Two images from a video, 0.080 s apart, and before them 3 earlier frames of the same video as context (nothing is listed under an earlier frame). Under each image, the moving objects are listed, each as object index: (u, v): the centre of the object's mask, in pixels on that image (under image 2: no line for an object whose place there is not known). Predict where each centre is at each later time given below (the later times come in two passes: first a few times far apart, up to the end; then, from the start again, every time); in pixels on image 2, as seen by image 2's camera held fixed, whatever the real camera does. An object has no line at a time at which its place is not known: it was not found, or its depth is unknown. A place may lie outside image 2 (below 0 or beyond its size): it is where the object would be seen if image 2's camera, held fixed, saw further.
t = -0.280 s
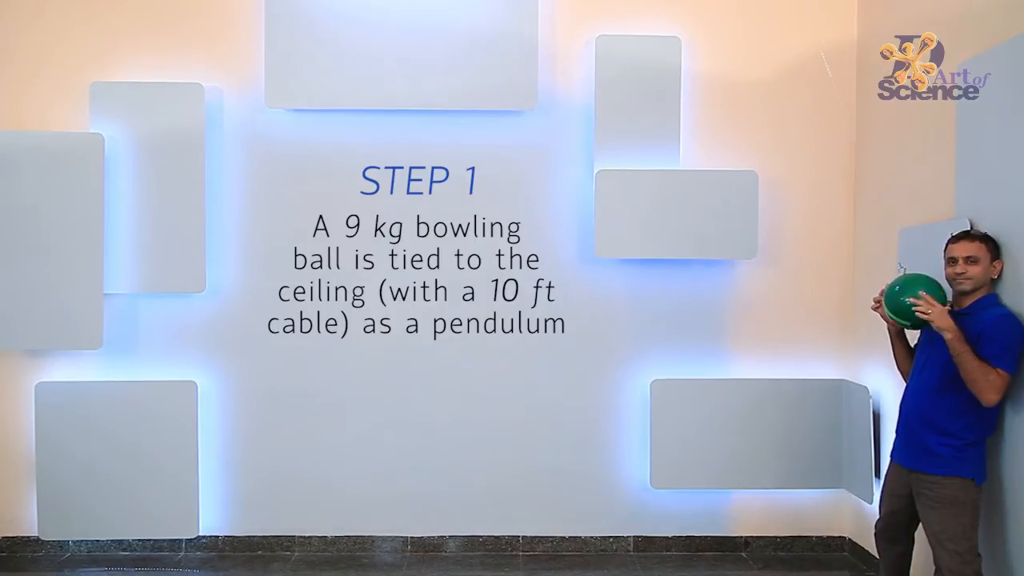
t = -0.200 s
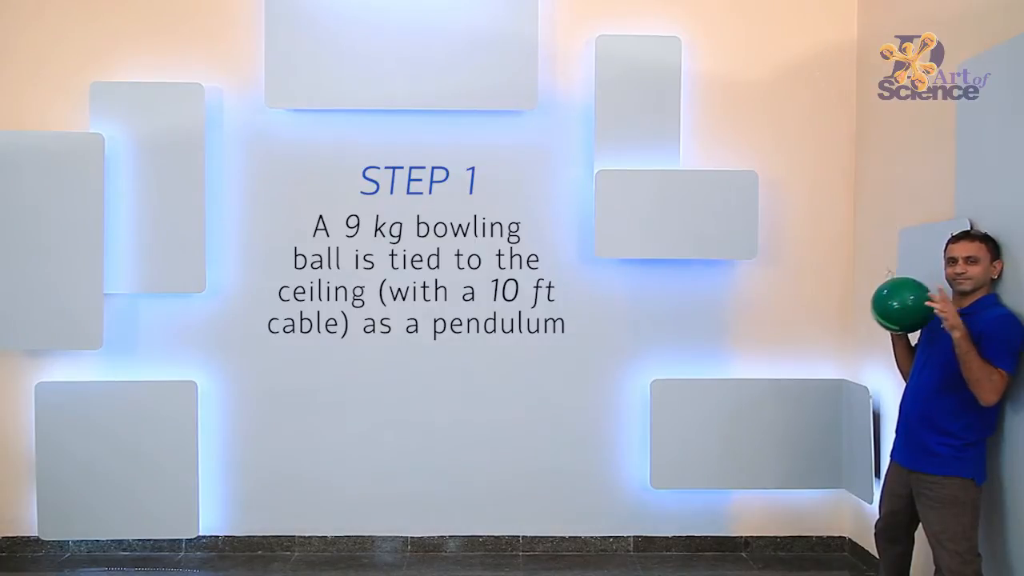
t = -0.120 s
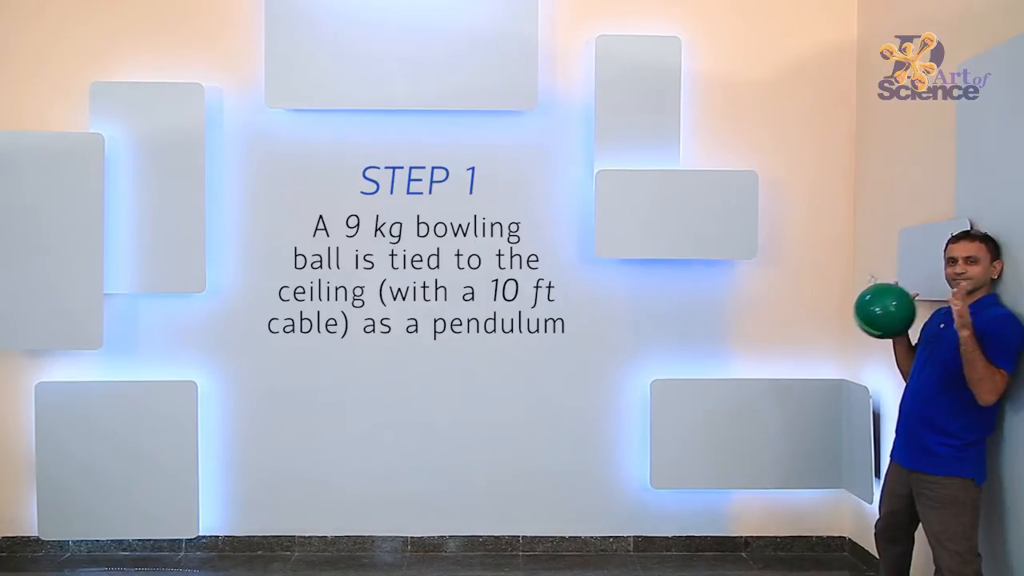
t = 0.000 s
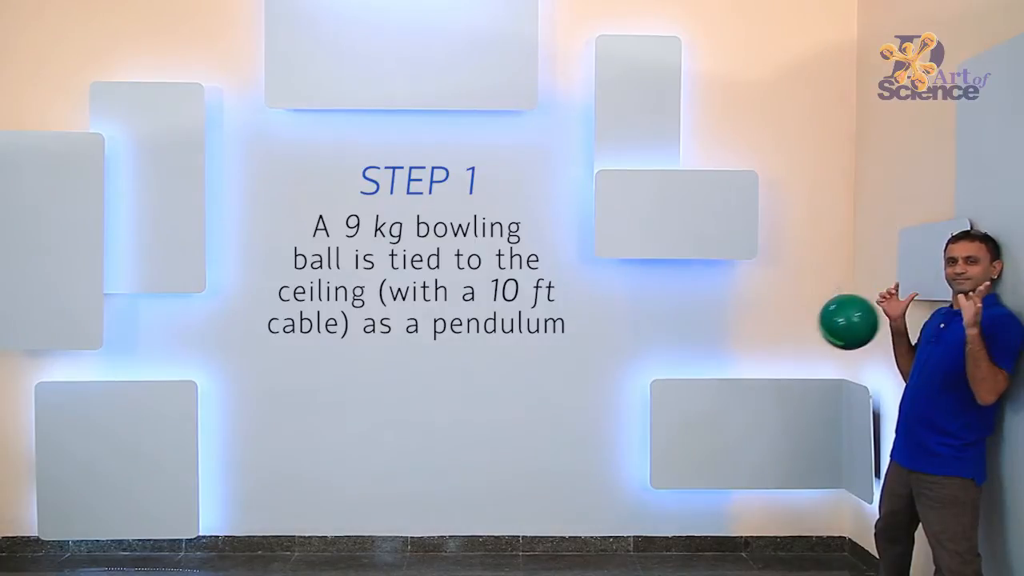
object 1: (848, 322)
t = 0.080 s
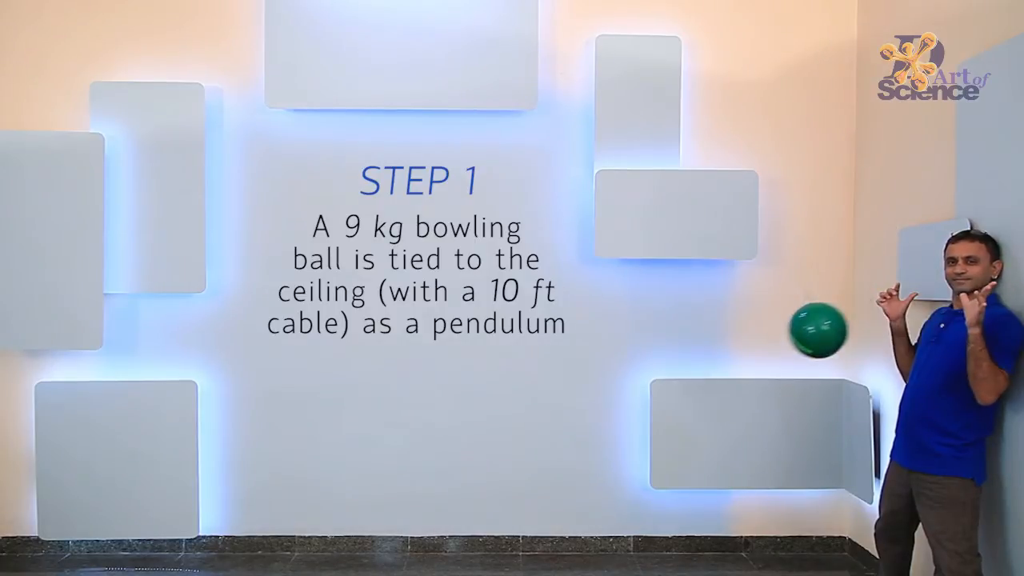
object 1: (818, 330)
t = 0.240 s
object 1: (744, 347)
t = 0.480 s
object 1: (610, 369)
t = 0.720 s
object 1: (463, 377)
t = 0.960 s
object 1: (321, 370)
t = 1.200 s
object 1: (198, 349)
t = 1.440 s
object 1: (103, 324)
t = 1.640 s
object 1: (50, 306)
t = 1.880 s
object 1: (23, 294)
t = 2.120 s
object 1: (28, 297)
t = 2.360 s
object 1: (72, 314)
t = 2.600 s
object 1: (153, 339)
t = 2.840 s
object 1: (267, 363)
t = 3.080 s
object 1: (403, 376)
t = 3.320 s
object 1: (548, 374)
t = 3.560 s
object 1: (687, 358)
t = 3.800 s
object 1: (803, 334)
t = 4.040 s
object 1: (881, 312)
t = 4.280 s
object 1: (913, 301)
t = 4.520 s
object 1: (895, 307)
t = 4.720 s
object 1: (843, 323)
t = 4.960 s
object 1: (741, 347)
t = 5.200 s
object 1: (610, 369)
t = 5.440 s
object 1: (467, 377)
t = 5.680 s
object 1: (327, 370)
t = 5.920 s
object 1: (205, 351)
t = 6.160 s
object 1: (110, 326)
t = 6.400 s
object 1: (49, 306)
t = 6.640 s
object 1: (26, 296)
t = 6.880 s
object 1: (37, 301)
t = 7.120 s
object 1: (86, 319)
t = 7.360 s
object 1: (172, 344)
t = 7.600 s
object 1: (287, 366)
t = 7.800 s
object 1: (400, 376)
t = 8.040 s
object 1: (543, 375)
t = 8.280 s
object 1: (680, 359)
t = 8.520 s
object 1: (794, 336)
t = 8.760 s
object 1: (872, 314)
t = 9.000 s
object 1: (903, 304)
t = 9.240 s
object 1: (887, 309)
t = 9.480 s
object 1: (823, 328)
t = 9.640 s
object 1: (757, 344)
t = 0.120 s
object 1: (801, 334)
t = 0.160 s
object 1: (783, 338)
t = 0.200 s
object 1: (764, 343)
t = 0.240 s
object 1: (744, 347)
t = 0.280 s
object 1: (723, 351)
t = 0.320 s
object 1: (702, 355)
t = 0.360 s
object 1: (680, 359)
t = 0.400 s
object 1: (657, 363)
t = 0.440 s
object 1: (634, 366)
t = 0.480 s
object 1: (610, 369)
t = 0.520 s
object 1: (586, 371)
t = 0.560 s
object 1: (562, 373)
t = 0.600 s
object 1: (537, 375)
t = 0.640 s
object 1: (513, 376)
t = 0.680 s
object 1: (488, 377)
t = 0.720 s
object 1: (463, 377)
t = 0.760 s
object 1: (439, 377)
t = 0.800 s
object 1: (415, 376)
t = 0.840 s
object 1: (391, 375)
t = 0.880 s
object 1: (367, 374)
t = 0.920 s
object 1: (344, 372)
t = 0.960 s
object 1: (321, 370)
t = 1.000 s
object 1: (299, 367)
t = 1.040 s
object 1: (277, 364)
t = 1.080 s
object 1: (256, 361)
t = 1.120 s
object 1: (236, 357)
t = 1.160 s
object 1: (217, 353)
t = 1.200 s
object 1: (198, 349)
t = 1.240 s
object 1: (180, 345)
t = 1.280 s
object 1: (163, 341)
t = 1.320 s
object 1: (146, 336)
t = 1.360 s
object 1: (131, 332)
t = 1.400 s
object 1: (117, 328)
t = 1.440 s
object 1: (103, 324)
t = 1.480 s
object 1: (90, 320)
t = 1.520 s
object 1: (79, 316)
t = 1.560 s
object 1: (68, 312)
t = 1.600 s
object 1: (59, 309)
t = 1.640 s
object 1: (50, 306)
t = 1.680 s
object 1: (42, 303)
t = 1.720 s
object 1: (36, 301)
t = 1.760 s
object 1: (30, 298)
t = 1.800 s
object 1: (26, 297)
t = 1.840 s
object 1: (24, 295)
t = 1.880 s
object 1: (23, 294)
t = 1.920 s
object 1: (22, 294)
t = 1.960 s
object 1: (22, 294)
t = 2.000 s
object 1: (22, 294)
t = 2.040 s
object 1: (23, 295)
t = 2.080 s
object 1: (25, 296)
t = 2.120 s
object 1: (28, 297)
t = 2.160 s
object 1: (32, 299)
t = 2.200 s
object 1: (38, 302)
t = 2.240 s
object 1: (45, 304)
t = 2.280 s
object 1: (53, 307)
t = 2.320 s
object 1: (63, 310)
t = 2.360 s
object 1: (72, 314)
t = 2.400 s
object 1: (83, 318)
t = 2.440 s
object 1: (96, 322)
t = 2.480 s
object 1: (108, 326)
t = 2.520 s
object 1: (122, 330)
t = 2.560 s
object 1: (138, 334)
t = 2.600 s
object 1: (153, 339)
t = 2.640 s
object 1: (170, 343)
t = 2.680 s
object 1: (188, 347)
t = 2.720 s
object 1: (207, 351)
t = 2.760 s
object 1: (226, 355)
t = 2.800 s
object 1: (246, 359)
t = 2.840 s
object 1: (267, 363)
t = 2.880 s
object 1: (288, 366)
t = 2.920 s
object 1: (310, 369)
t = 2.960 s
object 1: (332, 371)
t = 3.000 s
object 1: (356, 373)
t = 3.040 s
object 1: (379, 375)
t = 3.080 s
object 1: (403, 376)
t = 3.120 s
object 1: (427, 377)
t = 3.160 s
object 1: (451, 377)
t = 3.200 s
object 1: (475, 377)
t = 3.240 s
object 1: (500, 376)
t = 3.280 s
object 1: (524, 376)
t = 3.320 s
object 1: (548, 374)
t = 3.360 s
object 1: (572, 372)
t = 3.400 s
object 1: (596, 370)
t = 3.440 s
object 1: (620, 367)
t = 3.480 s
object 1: (642, 364)
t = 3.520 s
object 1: (665, 361)
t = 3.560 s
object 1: (687, 358)
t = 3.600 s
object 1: (708, 354)
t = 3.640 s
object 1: (729, 350)
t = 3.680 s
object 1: (749, 346)
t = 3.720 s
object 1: (768, 342)
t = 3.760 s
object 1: (786, 338)
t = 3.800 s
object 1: (803, 334)
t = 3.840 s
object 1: (819, 330)
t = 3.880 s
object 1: (834, 325)
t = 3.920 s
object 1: (847, 322)
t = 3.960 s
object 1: (860, 318)
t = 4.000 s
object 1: (871, 314)
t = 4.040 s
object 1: (881, 312)
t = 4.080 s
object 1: (890, 309)
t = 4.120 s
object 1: (897, 306)
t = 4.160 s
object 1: (903, 304)
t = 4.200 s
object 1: (908, 303)
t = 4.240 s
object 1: (911, 302)
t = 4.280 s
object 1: (913, 301)
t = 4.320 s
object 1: (913, 301)
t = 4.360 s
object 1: (912, 301)
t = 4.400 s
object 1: (910, 302)
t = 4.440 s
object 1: (906, 303)
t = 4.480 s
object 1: (901, 305)
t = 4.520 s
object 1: (895, 307)
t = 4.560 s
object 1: (887, 310)
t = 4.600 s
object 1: (878, 313)
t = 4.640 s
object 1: (867, 316)
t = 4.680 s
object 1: (856, 319)
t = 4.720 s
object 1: (843, 323)
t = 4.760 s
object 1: (829, 327)
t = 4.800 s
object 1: (813, 331)
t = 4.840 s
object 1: (797, 335)
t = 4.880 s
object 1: (779, 339)
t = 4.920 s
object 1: (761, 343)
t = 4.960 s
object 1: (741, 347)
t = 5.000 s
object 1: (721, 351)
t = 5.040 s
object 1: (700, 355)
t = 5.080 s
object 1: (679, 359)
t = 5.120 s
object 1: (657, 362)
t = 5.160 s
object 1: (634, 366)
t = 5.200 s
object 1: (610, 369)
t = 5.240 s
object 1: (587, 371)
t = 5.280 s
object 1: (563, 373)
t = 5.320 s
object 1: (539, 374)
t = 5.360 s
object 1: (515, 376)
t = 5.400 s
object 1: (491, 376)
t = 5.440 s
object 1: (467, 377)
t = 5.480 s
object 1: (443, 376)
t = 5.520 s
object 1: (419, 376)
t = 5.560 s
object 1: (396, 375)
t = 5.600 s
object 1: (373, 373)
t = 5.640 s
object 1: (349, 372)
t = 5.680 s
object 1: (327, 370)
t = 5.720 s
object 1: (305, 367)
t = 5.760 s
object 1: (283, 365)
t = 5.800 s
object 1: (262, 362)
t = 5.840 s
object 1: (242, 358)
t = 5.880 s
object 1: (223, 355)
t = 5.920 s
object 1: (205, 351)
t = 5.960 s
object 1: (187, 347)
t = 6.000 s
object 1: (170, 343)
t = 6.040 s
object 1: (154, 338)
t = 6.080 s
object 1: (138, 334)
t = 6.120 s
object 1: (124, 330)
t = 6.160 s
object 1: (110, 326)
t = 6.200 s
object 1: (98, 322)
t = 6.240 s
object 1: (86, 318)
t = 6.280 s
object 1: (76, 315)
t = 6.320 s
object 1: (66, 311)
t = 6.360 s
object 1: (57, 308)
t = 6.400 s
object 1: (49, 306)
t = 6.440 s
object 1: (43, 303)
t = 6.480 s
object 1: (37, 301)
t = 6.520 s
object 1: (32, 299)
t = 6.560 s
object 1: (29, 298)
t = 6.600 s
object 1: (27, 297)
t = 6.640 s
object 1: (26, 296)
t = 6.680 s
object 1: (25, 296)
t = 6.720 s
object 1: (26, 296)
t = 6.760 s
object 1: (27, 297)
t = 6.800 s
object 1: (29, 298)
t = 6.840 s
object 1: (32, 299)
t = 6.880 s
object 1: (37, 301)
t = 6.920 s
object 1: (43, 303)
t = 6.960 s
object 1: (49, 306)
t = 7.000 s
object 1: (57, 309)
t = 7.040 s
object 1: (66, 312)
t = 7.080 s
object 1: (76, 315)
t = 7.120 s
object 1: (86, 319)
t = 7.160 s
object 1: (98, 323)
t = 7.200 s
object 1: (111, 327)
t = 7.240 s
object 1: (125, 331)
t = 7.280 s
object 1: (139, 335)
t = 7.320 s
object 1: (155, 339)
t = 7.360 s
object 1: (172, 344)
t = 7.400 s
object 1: (189, 348)
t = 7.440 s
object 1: (207, 352)
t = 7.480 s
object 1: (226, 356)
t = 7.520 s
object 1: (246, 359)
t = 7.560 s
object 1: (266, 363)
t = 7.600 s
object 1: (287, 366)
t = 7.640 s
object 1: (308, 369)
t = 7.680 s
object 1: (330, 371)
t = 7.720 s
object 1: (354, 373)
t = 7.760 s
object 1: (377, 374)
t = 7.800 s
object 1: (400, 376)
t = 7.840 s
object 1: (424, 378)
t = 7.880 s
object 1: (447, 376)
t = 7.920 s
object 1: (472, 377)
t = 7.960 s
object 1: (496, 377)
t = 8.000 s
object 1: (519, 376)
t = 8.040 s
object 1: (543, 375)
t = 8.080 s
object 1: (566, 373)
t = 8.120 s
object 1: (590, 371)
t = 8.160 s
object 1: (613, 368)
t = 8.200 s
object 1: (636, 366)
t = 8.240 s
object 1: (658, 362)
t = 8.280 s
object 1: (680, 359)
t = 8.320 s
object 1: (701, 355)
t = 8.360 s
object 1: (721, 352)
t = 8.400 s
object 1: (741, 348)
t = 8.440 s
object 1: (759, 344)
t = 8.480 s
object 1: (777, 340)
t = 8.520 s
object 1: (794, 336)
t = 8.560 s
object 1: (810, 332)
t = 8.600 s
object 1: (824, 328)
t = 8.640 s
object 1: (838, 324)
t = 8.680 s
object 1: (850, 320)
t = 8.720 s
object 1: (861, 317)
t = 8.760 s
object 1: (872, 314)
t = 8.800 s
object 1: (880, 312)
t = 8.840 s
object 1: (887, 309)
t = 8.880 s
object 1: (893, 307)
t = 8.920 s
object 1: (898, 306)
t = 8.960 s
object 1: (901, 305)
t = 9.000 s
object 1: (903, 304)
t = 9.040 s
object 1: (904, 304)
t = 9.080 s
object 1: (903, 304)
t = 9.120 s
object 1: (901, 305)
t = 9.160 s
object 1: (898, 306)
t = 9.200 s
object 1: (893, 307)
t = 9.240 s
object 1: (887, 309)
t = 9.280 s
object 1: (879, 312)
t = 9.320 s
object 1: (871, 314)
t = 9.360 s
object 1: (860, 317)
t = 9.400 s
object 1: (849, 321)
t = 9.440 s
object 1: (836, 324)
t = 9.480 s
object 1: (823, 328)
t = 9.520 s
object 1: (808, 332)
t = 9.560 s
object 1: (792, 336)
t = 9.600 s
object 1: (775, 340)
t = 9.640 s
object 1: (757, 344)
